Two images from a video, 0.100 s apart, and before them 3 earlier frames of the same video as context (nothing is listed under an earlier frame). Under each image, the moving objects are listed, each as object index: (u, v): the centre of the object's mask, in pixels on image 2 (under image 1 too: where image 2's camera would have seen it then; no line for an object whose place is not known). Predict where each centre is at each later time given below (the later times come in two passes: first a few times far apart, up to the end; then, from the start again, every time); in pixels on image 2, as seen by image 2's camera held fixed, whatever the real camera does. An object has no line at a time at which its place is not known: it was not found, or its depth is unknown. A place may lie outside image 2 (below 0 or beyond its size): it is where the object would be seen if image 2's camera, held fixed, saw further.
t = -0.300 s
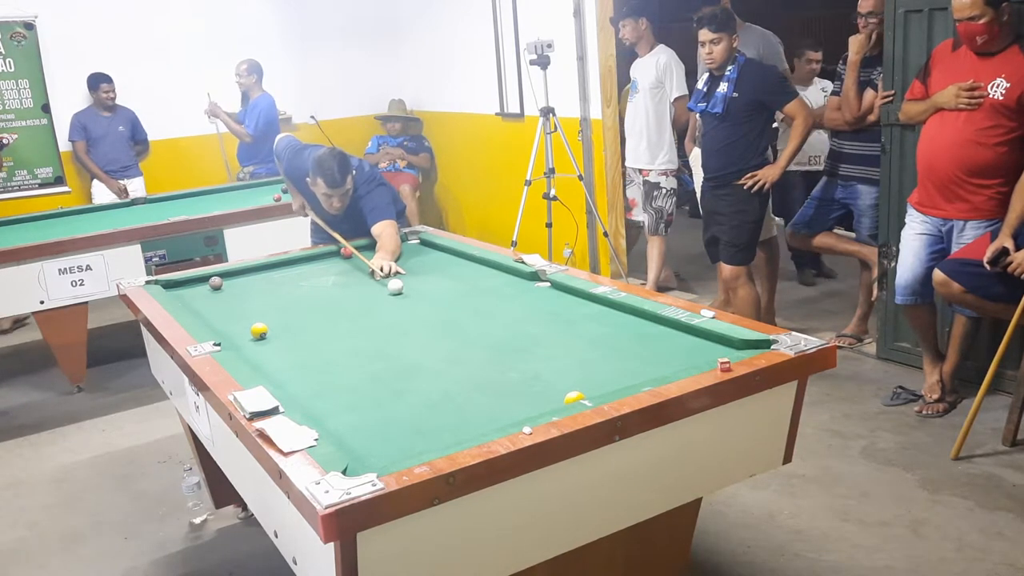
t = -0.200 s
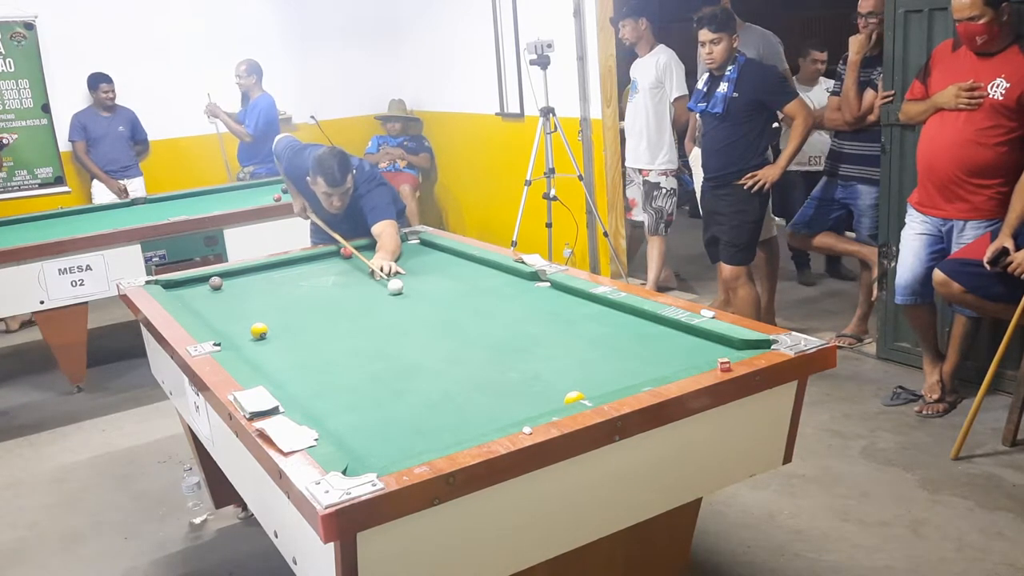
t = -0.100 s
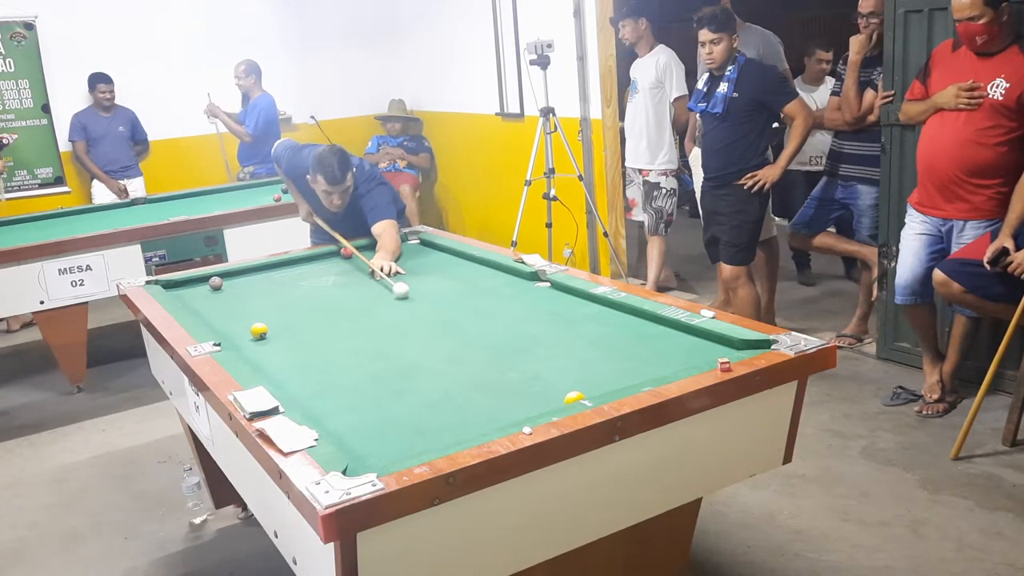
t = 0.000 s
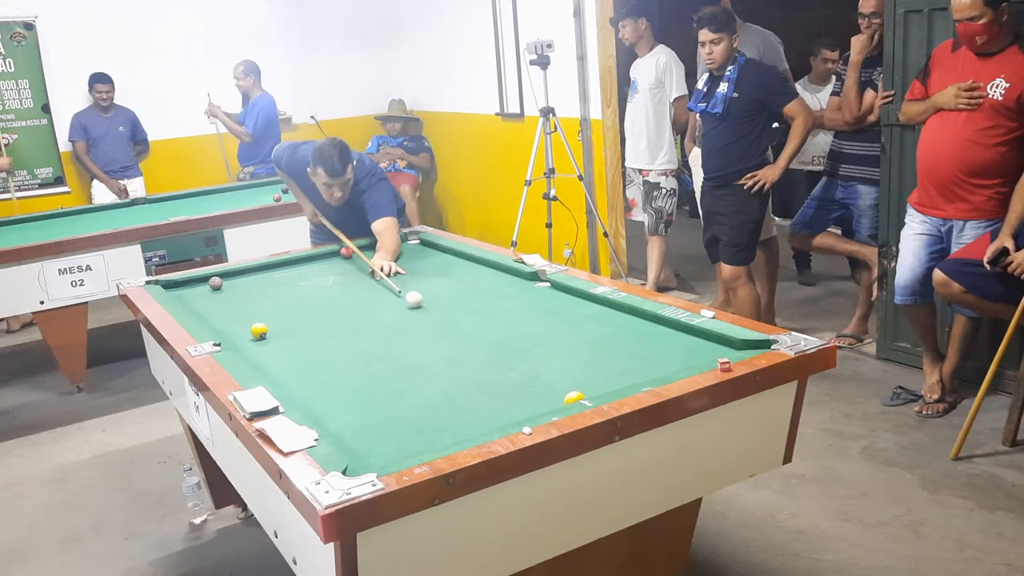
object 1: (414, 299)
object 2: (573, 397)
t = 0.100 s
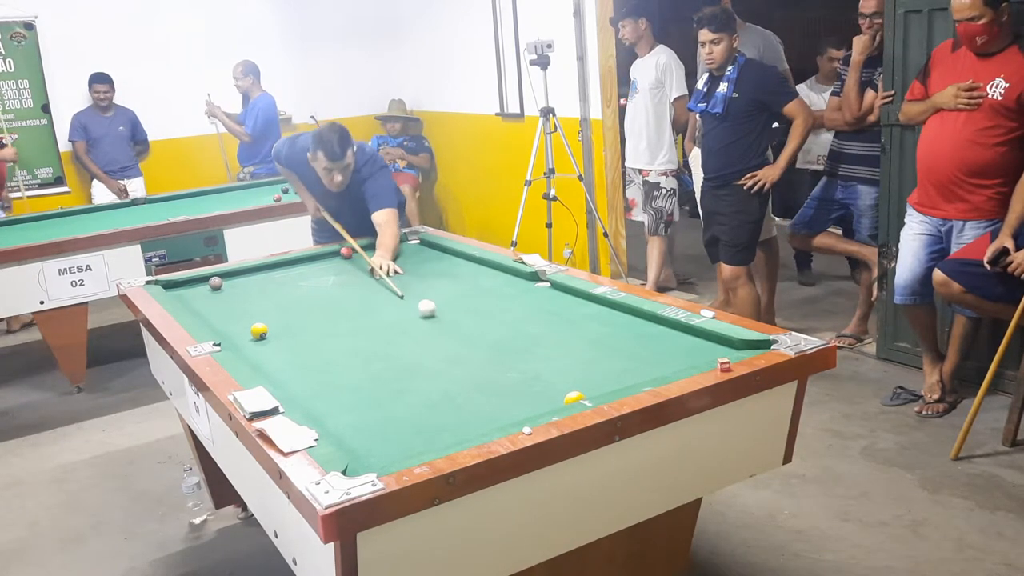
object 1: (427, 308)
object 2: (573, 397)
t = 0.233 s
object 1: (445, 321)
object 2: (573, 397)
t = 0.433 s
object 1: (477, 343)
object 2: (573, 397)
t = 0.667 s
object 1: (520, 373)
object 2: (573, 397)
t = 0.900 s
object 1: (536, 401)
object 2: (580, 394)
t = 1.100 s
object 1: (497, 414)
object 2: (596, 388)
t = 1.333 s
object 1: (454, 428)
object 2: (613, 381)
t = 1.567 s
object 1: (411, 443)
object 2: (627, 375)
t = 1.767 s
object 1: (374, 459)
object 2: (638, 371)
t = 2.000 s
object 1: (370, 465)
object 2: (649, 366)
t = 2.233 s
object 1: (366, 464)
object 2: (657, 361)
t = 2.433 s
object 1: (362, 464)
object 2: (664, 358)
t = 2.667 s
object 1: (362, 463)
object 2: (670, 355)
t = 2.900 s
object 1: (362, 463)
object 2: (674, 353)
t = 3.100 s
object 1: (362, 463)
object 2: (677, 352)
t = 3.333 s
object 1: (362, 463)
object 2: (679, 352)
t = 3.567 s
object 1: (362, 463)
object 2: (680, 352)
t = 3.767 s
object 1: (362, 463)
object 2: (680, 352)
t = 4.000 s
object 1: (362, 463)
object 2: (680, 352)
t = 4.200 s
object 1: (362, 463)
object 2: (680, 352)
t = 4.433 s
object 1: (362, 463)
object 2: (680, 352)
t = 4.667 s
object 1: (362, 463)
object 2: (680, 352)
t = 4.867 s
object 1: (362, 463)
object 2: (680, 352)
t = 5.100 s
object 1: (362, 463)
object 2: (680, 352)
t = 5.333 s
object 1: (362, 463)
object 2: (680, 352)
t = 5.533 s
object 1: (362, 463)
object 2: (680, 352)
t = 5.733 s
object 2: (680, 352)
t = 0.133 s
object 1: (431, 312)
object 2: (573, 397)
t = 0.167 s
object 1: (435, 315)
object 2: (573, 397)
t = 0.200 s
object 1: (440, 318)
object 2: (573, 397)
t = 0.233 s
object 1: (445, 321)
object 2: (573, 397)
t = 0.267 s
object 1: (450, 325)
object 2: (573, 397)
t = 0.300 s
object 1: (455, 328)
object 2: (573, 397)
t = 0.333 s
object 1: (460, 332)
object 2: (573, 397)
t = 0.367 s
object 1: (466, 335)
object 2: (573, 397)
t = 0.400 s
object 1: (471, 339)
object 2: (573, 397)
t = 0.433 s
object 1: (477, 343)
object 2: (573, 397)
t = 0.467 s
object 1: (482, 347)
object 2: (573, 397)
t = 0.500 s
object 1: (489, 351)
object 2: (573, 397)
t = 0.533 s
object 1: (494, 355)
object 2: (573, 397)
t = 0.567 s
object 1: (501, 359)
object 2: (573, 397)
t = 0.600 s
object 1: (507, 364)
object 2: (573, 397)
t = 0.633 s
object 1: (514, 368)
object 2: (573, 397)
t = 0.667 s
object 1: (520, 373)
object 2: (573, 397)
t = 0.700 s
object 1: (527, 378)
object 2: (573, 397)
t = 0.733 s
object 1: (534, 383)
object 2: (573, 397)
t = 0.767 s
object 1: (542, 388)
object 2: (573, 397)
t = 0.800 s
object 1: (549, 393)
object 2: (573, 397)
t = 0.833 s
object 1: (553, 397)
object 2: (574, 397)
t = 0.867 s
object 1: (545, 399)
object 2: (578, 396)
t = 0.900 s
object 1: (536, 401)
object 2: (580, 394)
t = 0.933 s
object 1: (529, 403)
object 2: (583, 393)
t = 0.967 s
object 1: (522, 405)
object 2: (585, 392)
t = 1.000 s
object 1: (516, 407)
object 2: (589, 391)
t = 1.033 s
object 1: (510, 409)
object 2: (591, 390)
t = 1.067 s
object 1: (503, 412)
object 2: (594, 389)
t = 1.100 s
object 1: (497, 414)
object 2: (596, 388)
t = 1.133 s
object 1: (491, 416)
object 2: (599, 387)
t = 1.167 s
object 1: (485, 418)
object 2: (601, 386)
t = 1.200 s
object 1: (479, 420)
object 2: (604, 385)
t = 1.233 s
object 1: (472, 422)
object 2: (606, 384)
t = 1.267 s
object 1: (466, 424)
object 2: (609, 383)
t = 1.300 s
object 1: (460, 426)
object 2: (611, 382)
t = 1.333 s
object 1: (454, 428)
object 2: (613, 381)
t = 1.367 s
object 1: (448, 430)
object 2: (615, 380)
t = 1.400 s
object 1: (442, 433)
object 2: (617, 379)
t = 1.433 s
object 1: (435, 435)
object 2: (619, 378)
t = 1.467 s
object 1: (429, 437)
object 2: (621, 378)
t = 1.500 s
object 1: (423, 439)
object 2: (623, 377)
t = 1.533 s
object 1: (417, 441)
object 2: (625, 376)
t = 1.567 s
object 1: (411, 443)
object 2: (627, 375)
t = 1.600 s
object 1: (405, 445)
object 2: (629, 375)
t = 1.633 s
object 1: (398, 448)
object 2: (631, 373)
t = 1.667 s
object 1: (392, 450)
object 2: (633, 373)
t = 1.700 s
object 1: (385, 453)
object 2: (634, 372)
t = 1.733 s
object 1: (379, 456)
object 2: (636, 371)
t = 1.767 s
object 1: (374, 459)
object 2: (638, 371)
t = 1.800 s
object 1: (368, 461)
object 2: (639, 370)
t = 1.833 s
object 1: (362, 463)
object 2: (641, 369)
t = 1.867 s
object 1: (363, 464)
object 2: (642, 368)
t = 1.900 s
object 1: (365, 464)
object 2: (644, 368)
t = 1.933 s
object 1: (367, 464)
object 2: (646, 367)
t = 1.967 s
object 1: (369, 464)
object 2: (647, 366)
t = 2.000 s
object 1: (370, 465)
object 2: (649, 366)
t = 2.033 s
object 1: (371, 465)
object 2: (650, 365)
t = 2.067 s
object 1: (370, 465)
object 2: (651, 364)
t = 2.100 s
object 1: (370, 464)
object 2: (652, 364)
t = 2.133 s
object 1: (369, 465)
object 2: (654, 363)
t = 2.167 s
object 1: (368, 465)
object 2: (655, 362)
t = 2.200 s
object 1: (367, 464)
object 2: (656, 362)
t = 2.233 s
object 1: (366, 464)
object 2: (657, 361)
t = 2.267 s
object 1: (366, 464)
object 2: (658, 360)
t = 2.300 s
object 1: (365, 464)
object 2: (660, 360)
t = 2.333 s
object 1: (364, 464)
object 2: (661, 359)
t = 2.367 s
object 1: (364, 464)
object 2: (662, 359)
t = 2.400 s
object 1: (363, 464)
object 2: (662, 358)
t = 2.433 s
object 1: (362, 464)
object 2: (664, 358)
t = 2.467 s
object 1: (362, 464)
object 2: (664, 357)
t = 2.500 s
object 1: (362, 464)
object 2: (665, 357)
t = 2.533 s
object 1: (361, 464)
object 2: (666, 357)
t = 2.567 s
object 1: (361, 464)
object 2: (667, 357)
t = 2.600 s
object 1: (362, 464)
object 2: (668, 356)
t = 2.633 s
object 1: (362, 463)
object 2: (669, 355)
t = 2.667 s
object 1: (362, 463)
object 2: (670, 355)
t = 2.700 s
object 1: (362, 463)
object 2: (670, 355)
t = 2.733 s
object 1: (362, 463)
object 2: (671, 354)
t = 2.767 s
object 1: (362, 463)
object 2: (672, 354)
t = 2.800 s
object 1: (362, 463)
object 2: (672, 354)
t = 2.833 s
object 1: (362, 463)
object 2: (673, 354)
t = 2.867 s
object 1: (362, 463)
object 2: (674, 353)
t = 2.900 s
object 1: (362, 463)
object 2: (674, 353)
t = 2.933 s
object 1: (362, 463)
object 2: (675, 353)
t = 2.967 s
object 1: (362, 463)
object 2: (675, 353)
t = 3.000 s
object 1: (362, 463)
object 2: (676, 353)
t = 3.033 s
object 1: (362, 463)
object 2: (676, 353)
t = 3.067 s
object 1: (362, 463)
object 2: (677, 352)
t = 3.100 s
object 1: (362, 463)
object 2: (677, 352)
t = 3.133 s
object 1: (362, 463)
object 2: (678, 352)
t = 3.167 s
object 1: (362, 463)
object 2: (678, 352)
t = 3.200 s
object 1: (362, 463)
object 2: (678, 352)
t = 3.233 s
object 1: (362, 463)
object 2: (679, 352)
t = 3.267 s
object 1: (362, 463)
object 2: (679, 352)
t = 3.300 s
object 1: (362, 463)
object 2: (679, 352)
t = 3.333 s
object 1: (362, 463)
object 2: (679, 352)
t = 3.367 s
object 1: (362, 463)
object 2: (679, 352)
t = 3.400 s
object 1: (362, 463)
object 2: (679, 352)
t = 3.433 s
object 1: (362, 463)
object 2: (680, 352)
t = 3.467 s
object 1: (362, 463)
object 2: (680, 352)
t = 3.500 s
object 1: (362, 463)
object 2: (680, 352)
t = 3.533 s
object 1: (362, 463)
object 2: (680, 352)
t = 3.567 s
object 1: (362, 463)
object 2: (680, 352)
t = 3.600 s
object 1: (362, 463)
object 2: (680, 352)
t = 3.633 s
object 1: (362, 463)
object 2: (680, 352)
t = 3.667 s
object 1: (362, 463)
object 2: (680, 352)
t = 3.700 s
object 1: (362, 463)
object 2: (680, 352)
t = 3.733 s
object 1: (362, 463)
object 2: (680, 352)
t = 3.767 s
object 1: (362, 463)
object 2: (680, 352)
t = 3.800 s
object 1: (362, 463)
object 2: (680, 351)
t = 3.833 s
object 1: (362, 463)
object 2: (680, 352)
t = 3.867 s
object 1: (362, 463)
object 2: (680, 352)
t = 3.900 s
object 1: (362, 463)
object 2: (680, 352)
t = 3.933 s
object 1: (362, 463)
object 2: (680, 352)
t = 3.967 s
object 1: (362, 463)
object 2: (680, 352)
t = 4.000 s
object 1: (362, 463)
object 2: (680, 352)
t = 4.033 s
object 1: (362, 463)
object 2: (680, 352)
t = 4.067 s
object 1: (362, 463)
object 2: (680, 352)
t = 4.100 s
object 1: (362, 463)
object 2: (680, 352)
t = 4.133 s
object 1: (362, 463)
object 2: (680, 352)
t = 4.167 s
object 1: (362, 463)
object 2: (680, 351)
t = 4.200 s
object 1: (362, 463)
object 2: (680, 352)
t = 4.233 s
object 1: (362, 463)
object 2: (680, 352)
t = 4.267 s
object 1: (362, 463)
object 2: (680, 352)
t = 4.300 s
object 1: (362, 463)
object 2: (680, 352)
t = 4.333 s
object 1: (362, 463)
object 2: (680, 352)
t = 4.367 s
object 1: (362, 463)
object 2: (680, 352)
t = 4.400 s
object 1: (362, 463)
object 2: (680, 352)
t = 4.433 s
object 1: (362, 463)
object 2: (680, 352)
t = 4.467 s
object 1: (362, 463)
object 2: (680, 352)
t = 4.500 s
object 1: (362, 463)
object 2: (680, 352)
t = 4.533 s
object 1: (362, 463)
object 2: (680, 352)
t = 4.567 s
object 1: (362, 464)
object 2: (680, 352)
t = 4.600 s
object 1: (362, 463)
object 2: (680, 352)
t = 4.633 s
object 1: (362, 463)
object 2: (680, 352)
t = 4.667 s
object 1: (362, 463)
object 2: (680, 352)
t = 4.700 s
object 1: (362, 463)
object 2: (680, 352)
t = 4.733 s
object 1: (362, 463)
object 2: (680, 352)
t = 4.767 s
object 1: (362, 463)
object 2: (680, 352)
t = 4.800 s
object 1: (362, 463)
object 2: (680, 352)
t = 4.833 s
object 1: (362, 463)
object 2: (680, 352)
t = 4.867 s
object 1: (362, 463)
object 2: (680, 352)
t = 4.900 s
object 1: (362, 463)
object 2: (680, 352)
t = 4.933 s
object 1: (362, 463)
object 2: (680, 352)
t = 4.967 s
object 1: (362, 463)
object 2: (680, 352)
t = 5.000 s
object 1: (362, 463)
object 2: (680, 352)
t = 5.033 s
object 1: (362, 464)
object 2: (680, 352)
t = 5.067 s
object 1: (362, 463)
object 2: (680, 352)
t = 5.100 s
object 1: (362, 463)
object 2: (680, 352)
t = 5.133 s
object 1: (362, 463)
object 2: (680, 352)
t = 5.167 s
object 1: (362, 464)
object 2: (680, 352)
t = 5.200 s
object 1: (362, 463)
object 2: (680, 352)
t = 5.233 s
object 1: (362, 463)
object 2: (680, 352)
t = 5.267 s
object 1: (362, 463)
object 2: (680, 352)
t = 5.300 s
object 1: (362, 463)
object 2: (680, 352)
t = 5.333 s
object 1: (362, 463)
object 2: (680, 352)
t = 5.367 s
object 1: (362, 464)
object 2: (680, 352)
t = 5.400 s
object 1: (362, 464)
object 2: (680, 352)
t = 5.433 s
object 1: (362, 464)
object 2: (680, 352)
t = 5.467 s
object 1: (362, 463)
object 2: (680, 352)
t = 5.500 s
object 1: (362, 463)
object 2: (680, 352)
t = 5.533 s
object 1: (362, 463)
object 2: (680, 352)
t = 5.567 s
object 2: (680, 352)
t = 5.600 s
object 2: (680, 352)
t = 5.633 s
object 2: (680, 352)
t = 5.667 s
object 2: (680, 352)
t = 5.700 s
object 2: (680, 352)
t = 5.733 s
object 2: (680, 352)
